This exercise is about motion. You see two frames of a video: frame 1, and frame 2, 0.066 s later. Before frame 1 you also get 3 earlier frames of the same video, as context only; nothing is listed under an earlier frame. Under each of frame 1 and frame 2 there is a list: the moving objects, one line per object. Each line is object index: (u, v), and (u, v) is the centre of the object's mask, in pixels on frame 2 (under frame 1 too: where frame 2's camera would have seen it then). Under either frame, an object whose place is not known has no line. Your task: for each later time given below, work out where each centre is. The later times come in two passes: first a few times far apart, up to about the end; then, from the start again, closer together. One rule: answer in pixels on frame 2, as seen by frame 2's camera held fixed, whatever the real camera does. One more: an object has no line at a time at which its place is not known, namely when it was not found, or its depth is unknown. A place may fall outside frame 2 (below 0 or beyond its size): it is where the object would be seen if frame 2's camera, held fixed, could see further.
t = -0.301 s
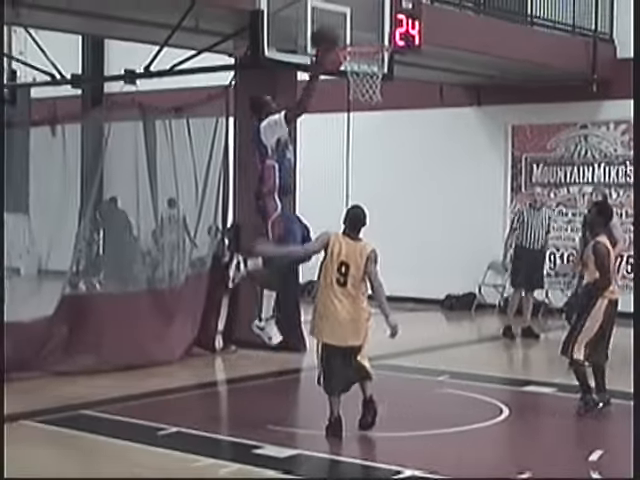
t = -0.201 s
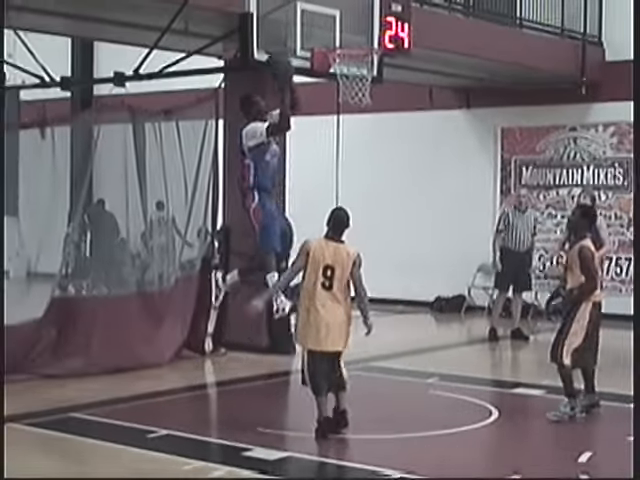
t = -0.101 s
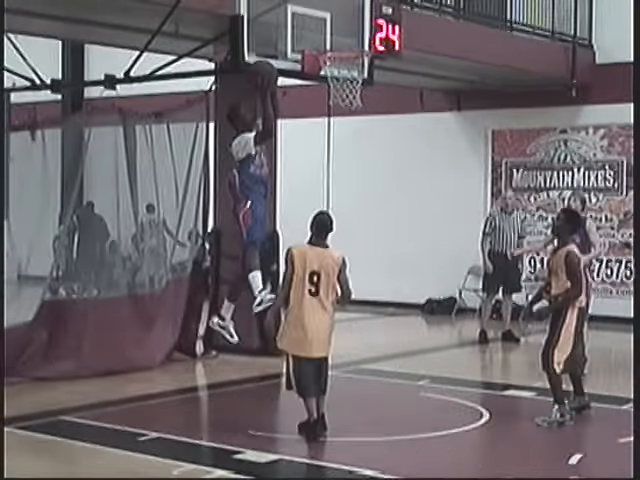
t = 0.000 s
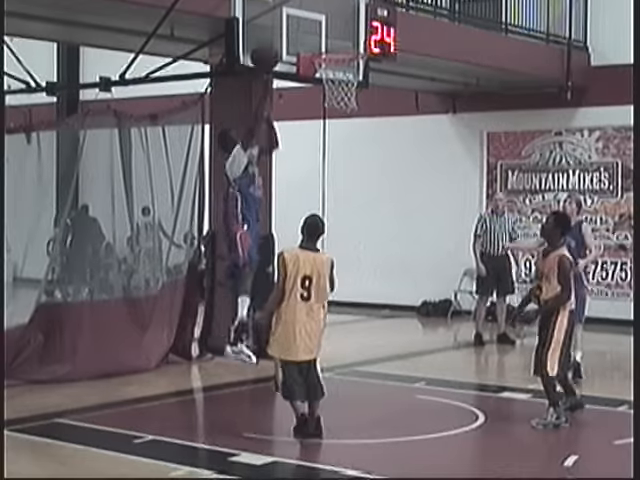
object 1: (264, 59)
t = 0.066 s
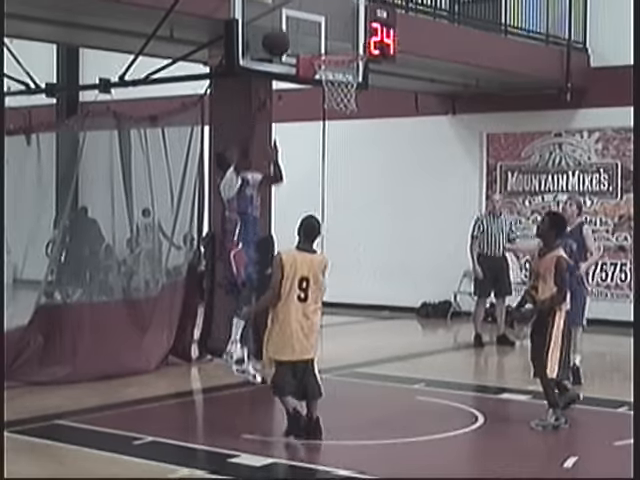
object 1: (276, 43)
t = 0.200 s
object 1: (297, 28)
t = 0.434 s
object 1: (329, 41)
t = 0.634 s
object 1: (343, 37)
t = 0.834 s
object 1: (351, 38)
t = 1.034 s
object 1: (348, 51)
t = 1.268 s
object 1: (325, 82)
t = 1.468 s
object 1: (324, 119)
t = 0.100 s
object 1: (281, 37)
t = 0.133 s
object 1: (286, 32)
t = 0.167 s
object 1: (292, 30)
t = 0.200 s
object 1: (297, 28)
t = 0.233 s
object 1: (302, 28)
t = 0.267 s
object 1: (307, 29)
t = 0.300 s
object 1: (313, 31)
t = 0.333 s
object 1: (317, 35)
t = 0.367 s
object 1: (322, 39)
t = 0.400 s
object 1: (327, 43)
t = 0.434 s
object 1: (329, 41)
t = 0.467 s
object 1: (332, 38)
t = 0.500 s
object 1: (334, 36)
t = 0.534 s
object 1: (337, 35)
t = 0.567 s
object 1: (338, 35)
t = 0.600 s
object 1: (340, 35)
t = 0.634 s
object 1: (343, 37)
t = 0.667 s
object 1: (344, 40)
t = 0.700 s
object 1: (347, 43)
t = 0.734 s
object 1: (348, 42)
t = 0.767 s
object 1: (349, 40)
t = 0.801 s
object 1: (350, 39)
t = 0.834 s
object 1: (351, 38)
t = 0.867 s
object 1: (351, 39)
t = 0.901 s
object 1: (352, 40)
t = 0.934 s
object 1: (352, 41)
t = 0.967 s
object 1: (352, 46)
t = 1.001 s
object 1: (351, 49)
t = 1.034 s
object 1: (348, 51)
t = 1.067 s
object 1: (345, 54)
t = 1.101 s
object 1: (343, 61)
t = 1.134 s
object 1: (341, 64)
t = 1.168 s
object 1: (337, 69)
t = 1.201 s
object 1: (331, 76)
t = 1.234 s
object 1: (328, 83)
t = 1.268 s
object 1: (325, 82)
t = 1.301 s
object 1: (325, 94)
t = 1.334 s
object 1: (323, 100)
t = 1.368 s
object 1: (323, 104)
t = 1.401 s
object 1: (324, 107)
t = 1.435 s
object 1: (324, 113)
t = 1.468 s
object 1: (324, 119)
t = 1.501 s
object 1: (323, 130)
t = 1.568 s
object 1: (322, 152)
